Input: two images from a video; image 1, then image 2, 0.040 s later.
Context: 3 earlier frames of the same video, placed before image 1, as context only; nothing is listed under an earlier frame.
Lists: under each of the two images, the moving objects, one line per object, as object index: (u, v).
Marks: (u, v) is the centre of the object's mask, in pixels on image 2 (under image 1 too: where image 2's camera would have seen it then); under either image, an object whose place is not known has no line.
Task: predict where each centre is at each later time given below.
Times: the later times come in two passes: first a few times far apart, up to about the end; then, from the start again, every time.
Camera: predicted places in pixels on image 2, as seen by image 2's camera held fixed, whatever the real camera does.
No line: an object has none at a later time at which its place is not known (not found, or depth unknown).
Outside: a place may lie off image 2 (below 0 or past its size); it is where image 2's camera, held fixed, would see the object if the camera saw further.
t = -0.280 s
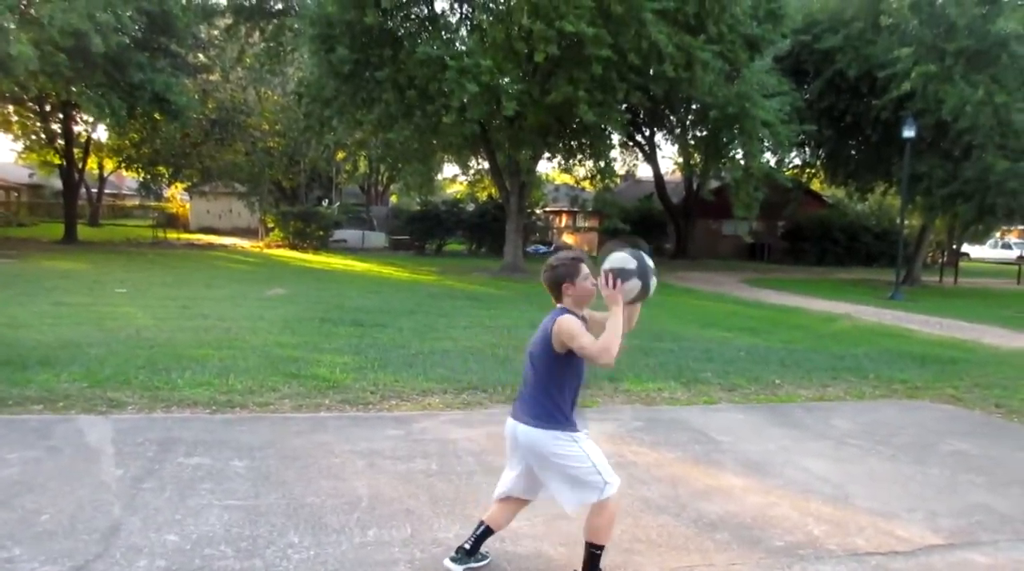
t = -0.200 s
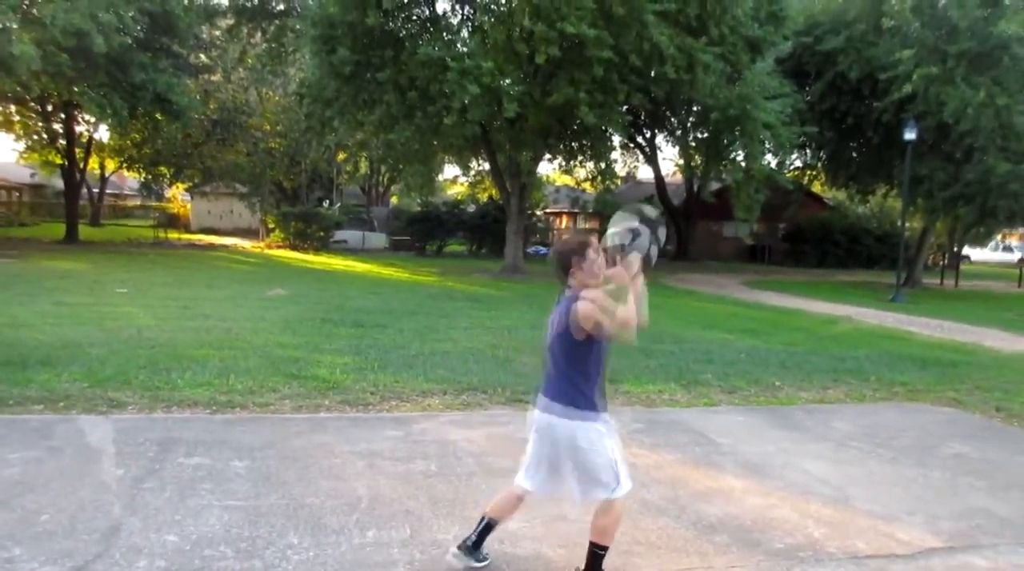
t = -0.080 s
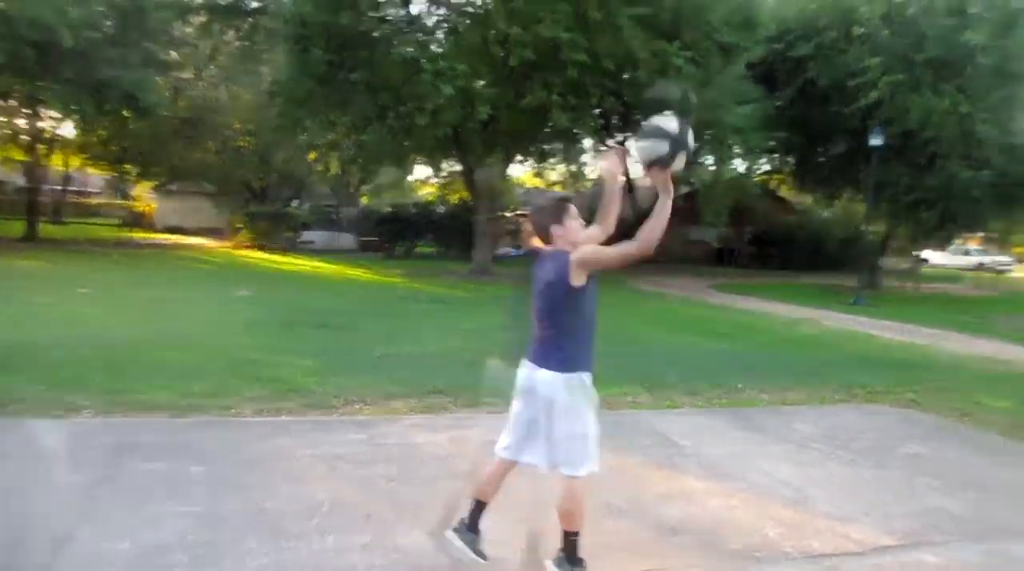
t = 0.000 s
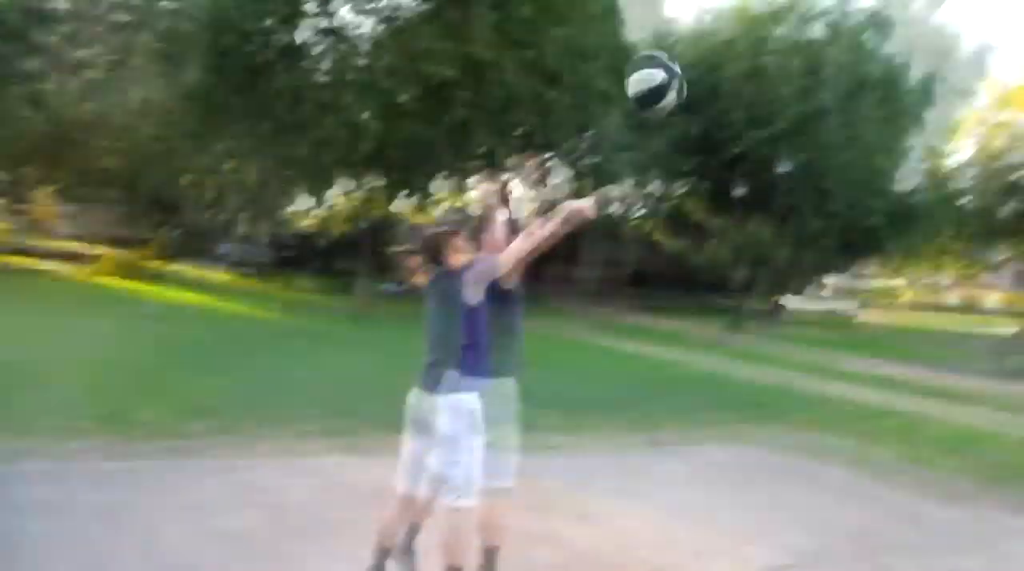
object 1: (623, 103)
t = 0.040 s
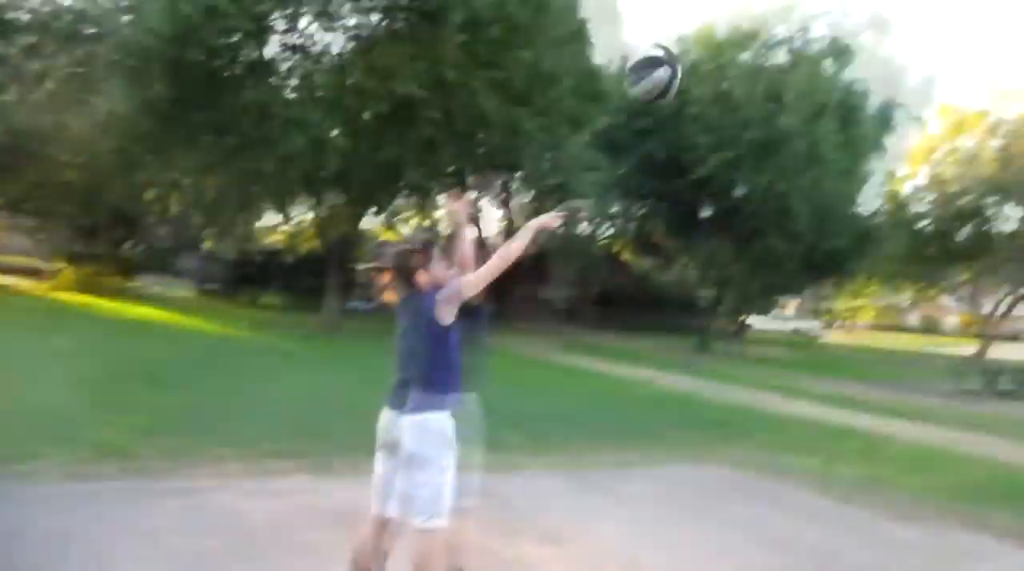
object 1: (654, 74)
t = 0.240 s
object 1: (833, -24)
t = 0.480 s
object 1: (992, -31)
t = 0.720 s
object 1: (1120, 46)
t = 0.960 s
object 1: (1152, 76)
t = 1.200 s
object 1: (1153, -26)
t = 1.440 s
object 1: (1151, -44)
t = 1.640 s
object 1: (1150, 27)
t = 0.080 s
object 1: (685, 47)
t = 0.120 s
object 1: (716, 30)
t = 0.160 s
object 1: (746, 13)
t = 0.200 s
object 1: (808, -12)
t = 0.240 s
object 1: (833, -24)
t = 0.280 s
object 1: (854, -31)
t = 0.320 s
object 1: (879, -36)
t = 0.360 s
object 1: (902, -39)
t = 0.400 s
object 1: (951, -43)
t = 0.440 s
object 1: (971, -37)
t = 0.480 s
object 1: (992, -31)
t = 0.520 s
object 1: (1012, -27)
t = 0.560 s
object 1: (1034, -12)
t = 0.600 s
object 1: (1059, -3)
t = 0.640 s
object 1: (1080, 9)
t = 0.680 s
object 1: (1102, 29)
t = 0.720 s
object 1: (1120, 46)
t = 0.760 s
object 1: (1142, 70)
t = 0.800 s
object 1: (1156, 82)
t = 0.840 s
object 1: (1159, 101)
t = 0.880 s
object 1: (1157, 95)
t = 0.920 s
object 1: (1153, 88)
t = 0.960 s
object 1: (1152, 76)
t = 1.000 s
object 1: (1152, 57)
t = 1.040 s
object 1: (1154, 31)
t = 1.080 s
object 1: (1153, 16)
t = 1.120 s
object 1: (1153, 1)
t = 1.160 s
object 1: (1154, -17)
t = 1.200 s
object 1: (1153, -26)
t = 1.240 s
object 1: (1153, -36)
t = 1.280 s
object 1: (1153, -42)
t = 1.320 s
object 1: (1152, -47)
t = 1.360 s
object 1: (1152, -49)
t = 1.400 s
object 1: (1151, -48)
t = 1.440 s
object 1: (1151, -44)
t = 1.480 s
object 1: (1150, -38)
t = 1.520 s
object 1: (1150, -29)
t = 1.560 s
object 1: (1148, -17)
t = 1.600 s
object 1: (1145, 4)
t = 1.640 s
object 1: (1150, 27)
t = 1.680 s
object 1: (1142, 51)
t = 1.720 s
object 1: (1137, 78)
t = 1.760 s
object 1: (1137, 106)
